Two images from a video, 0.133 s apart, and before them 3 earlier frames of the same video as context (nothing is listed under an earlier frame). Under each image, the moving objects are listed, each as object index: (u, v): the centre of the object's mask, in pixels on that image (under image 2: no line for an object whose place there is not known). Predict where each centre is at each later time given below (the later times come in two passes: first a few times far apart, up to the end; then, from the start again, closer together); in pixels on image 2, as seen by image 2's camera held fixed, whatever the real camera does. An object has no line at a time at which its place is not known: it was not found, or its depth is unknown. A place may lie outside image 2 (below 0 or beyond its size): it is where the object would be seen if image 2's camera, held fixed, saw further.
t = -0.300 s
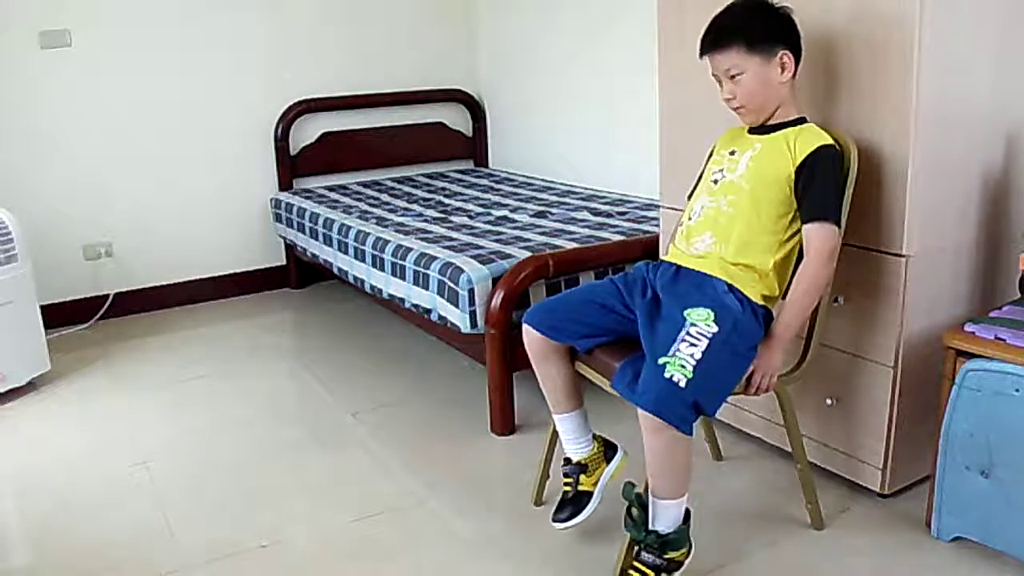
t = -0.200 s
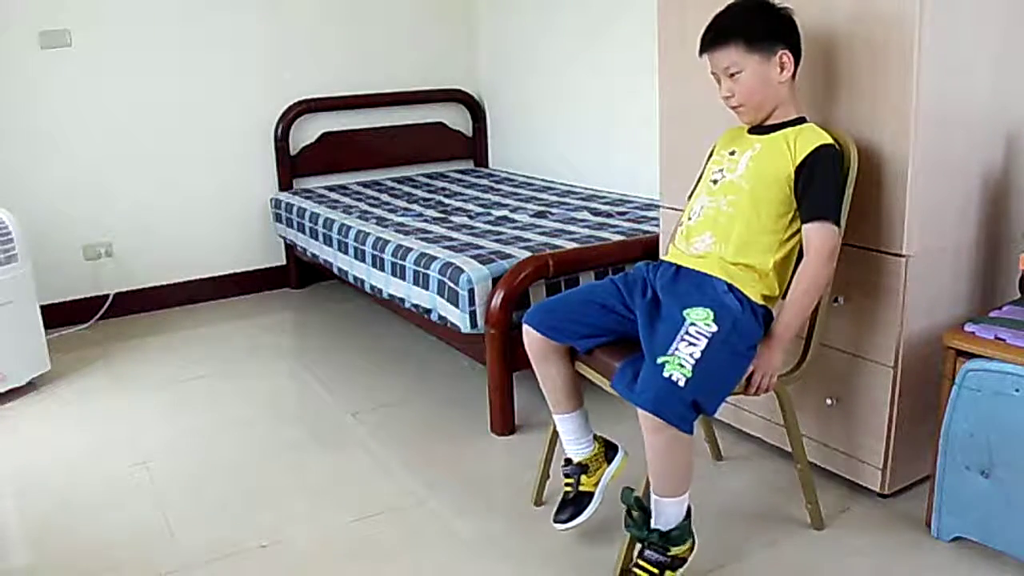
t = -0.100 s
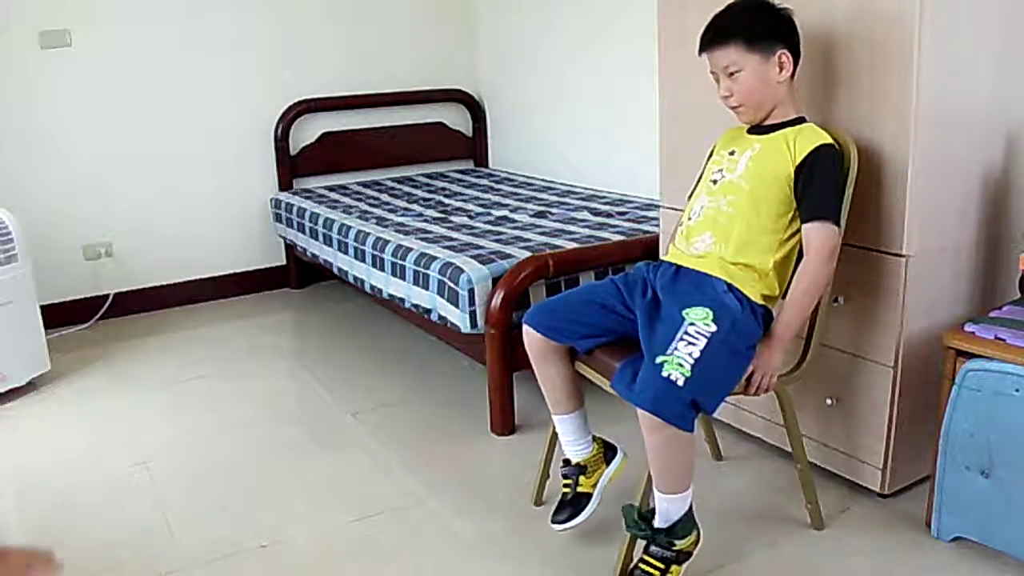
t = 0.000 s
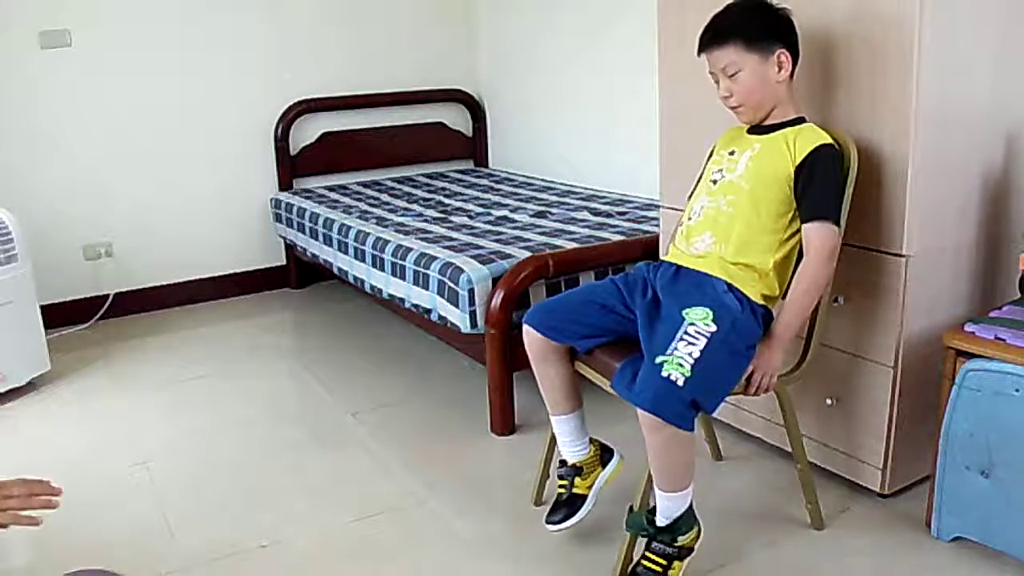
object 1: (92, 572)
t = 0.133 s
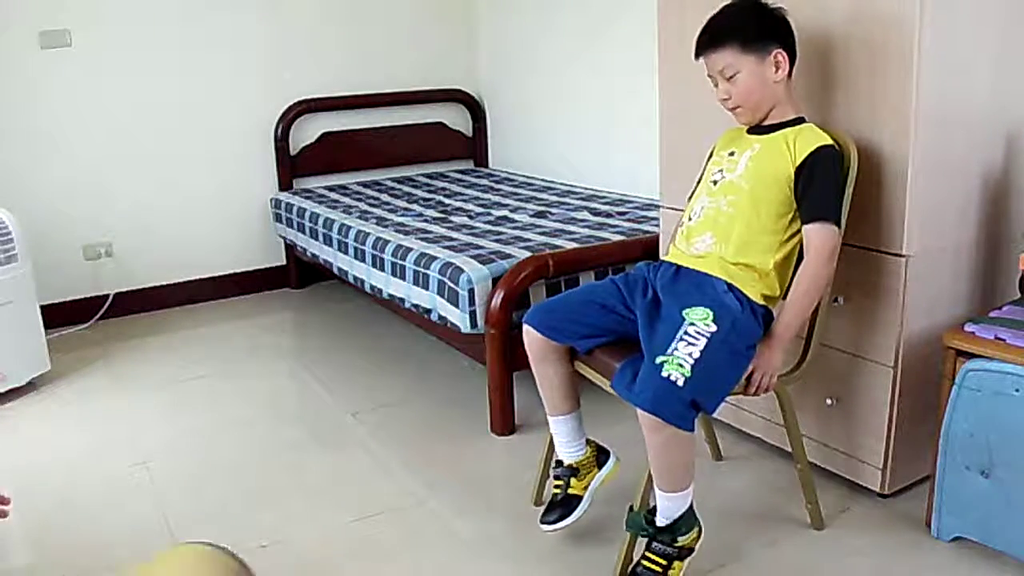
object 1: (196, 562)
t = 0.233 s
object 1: (267, 553)
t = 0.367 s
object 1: (355, 542)
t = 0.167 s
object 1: (219, 558)
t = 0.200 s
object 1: (241, 555)
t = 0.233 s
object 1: (267, 553)
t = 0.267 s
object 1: (290, 550)
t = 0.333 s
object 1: (334, 546)
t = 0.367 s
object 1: (355, 542)
